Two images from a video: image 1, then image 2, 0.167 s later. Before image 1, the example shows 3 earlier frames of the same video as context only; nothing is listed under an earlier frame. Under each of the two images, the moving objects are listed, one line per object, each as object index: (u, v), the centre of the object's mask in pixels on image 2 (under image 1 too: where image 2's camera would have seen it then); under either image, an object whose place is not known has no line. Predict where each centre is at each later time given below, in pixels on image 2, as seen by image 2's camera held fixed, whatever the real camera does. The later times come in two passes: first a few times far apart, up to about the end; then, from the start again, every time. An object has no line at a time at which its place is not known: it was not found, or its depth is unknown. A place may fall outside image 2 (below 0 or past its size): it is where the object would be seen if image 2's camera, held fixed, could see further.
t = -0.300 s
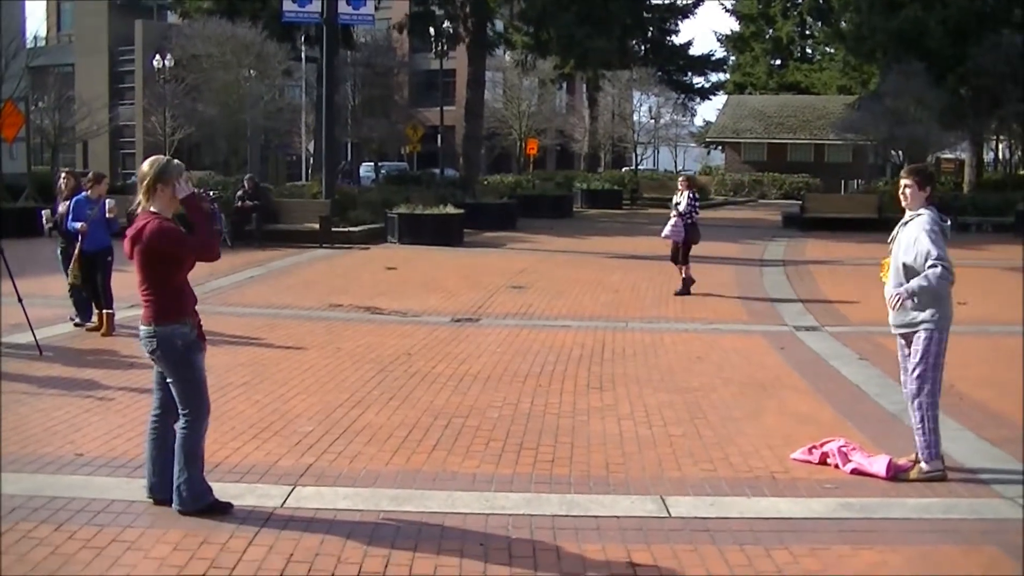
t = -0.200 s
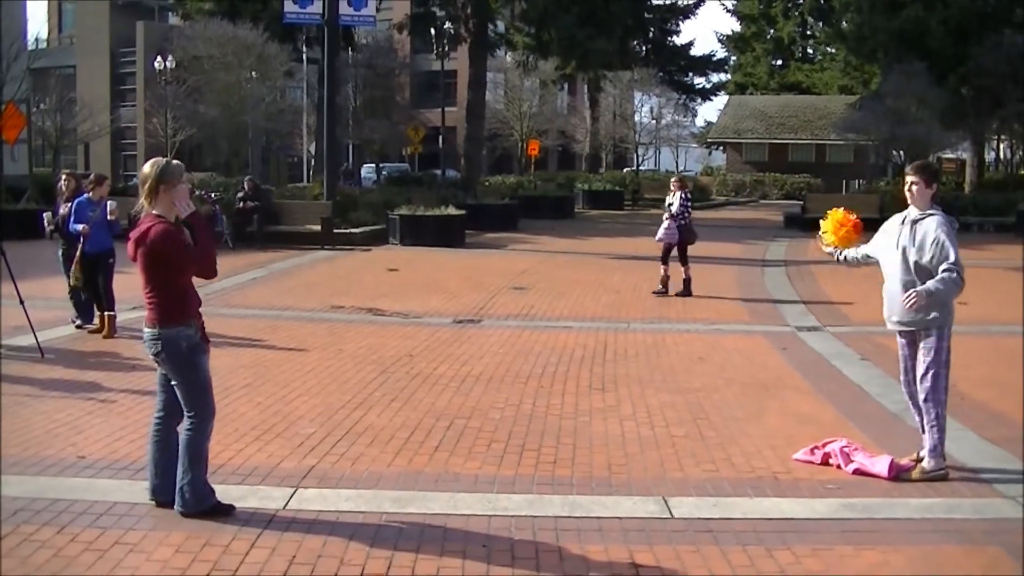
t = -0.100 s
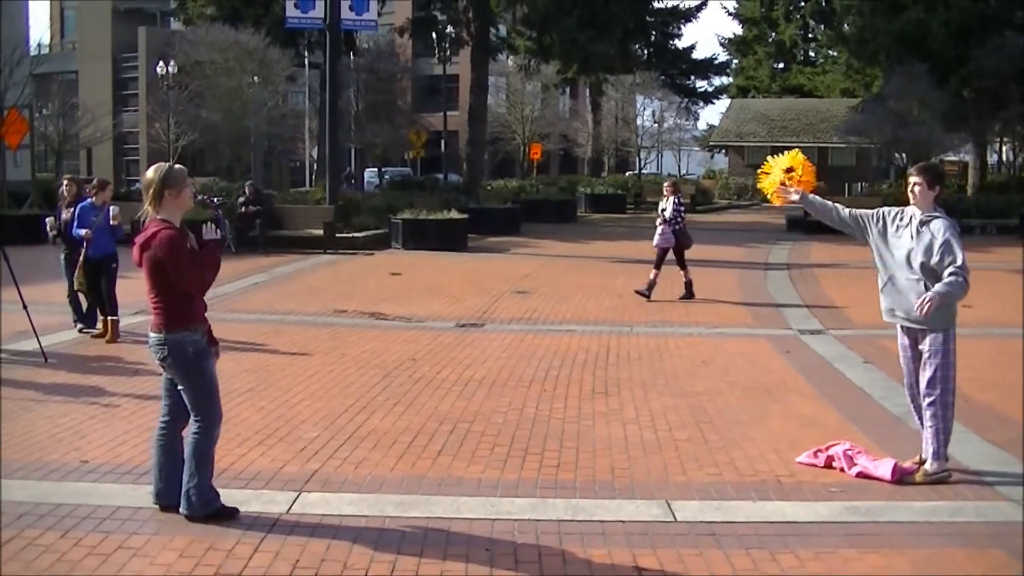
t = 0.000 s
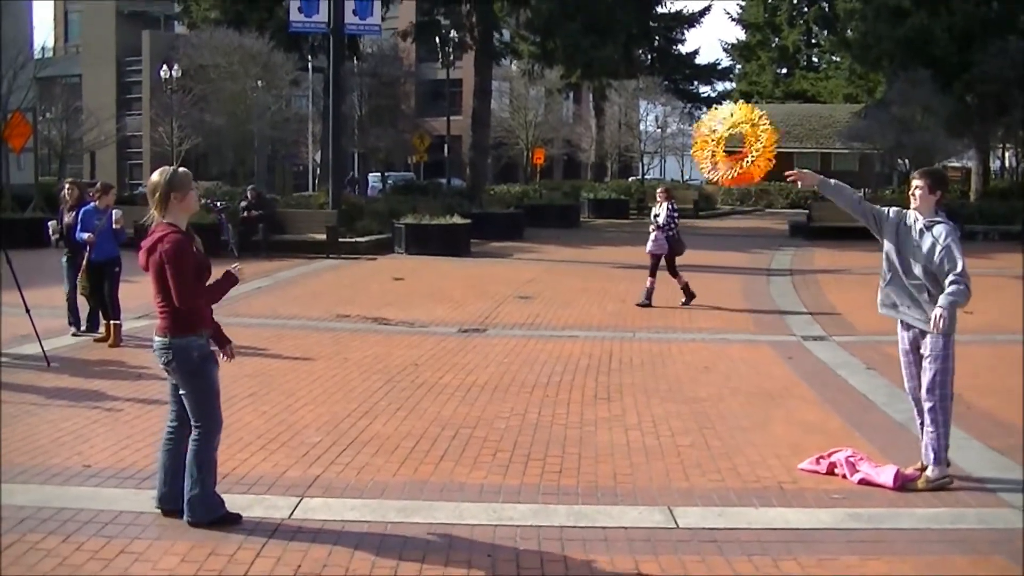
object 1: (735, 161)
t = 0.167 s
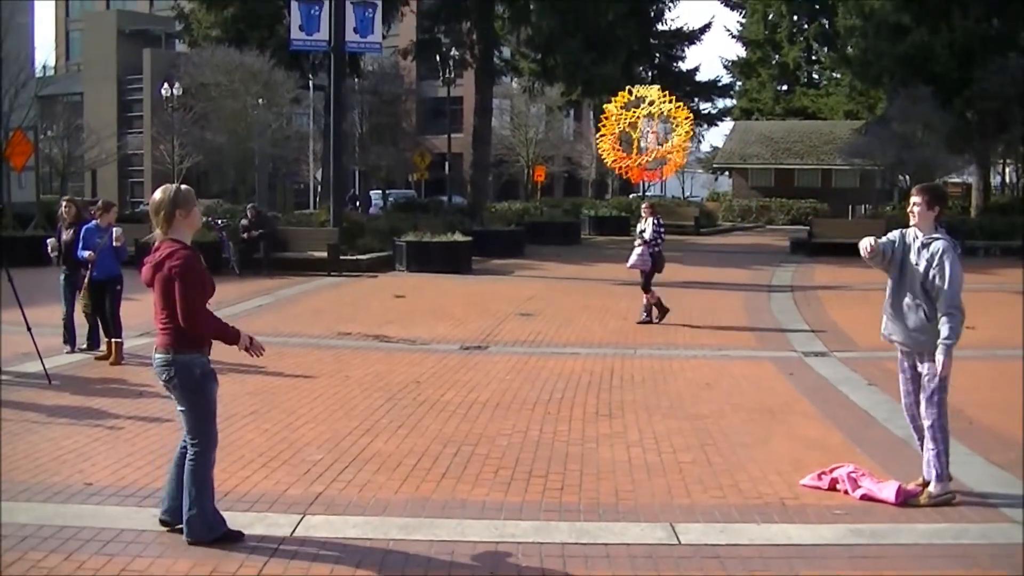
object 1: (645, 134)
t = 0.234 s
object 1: (610, 136)
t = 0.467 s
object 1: (493, 202)
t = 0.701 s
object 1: (385, 355)
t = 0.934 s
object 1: (317, 459)
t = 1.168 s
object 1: (277, 460)
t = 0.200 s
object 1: (626, 134)
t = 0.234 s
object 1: (610, 136)
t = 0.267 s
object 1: (592, 140)
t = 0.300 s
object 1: (575, 146)
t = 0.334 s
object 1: (558, 154)
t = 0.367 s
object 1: (542, 163)
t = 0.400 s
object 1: (525, 175)
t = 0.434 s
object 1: (509, 188)
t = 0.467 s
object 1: (493, 202)
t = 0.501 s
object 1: (477, 219)
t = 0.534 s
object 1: (461, 237)
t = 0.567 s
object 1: (446, 257)
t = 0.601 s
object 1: (430, 279)
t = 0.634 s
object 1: (415, 303)
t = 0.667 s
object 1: (400, 328)
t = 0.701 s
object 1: (385, 355)
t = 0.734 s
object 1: (371, 383)
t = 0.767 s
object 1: (358, 413)
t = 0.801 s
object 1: (343, 442)
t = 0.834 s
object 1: (332, 456)
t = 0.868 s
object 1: (328, 464)
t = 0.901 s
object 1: (321, 463)
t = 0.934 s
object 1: (317, 459)
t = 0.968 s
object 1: (310, 456)
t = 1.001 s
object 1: (305, 454)
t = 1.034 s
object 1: (299, 452)
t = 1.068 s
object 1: (293, 453)
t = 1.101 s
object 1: (287, 455)
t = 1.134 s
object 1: (282, 458)
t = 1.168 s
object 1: (277, 460)
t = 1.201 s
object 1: (273, 462)
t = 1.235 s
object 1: (268, 463)
